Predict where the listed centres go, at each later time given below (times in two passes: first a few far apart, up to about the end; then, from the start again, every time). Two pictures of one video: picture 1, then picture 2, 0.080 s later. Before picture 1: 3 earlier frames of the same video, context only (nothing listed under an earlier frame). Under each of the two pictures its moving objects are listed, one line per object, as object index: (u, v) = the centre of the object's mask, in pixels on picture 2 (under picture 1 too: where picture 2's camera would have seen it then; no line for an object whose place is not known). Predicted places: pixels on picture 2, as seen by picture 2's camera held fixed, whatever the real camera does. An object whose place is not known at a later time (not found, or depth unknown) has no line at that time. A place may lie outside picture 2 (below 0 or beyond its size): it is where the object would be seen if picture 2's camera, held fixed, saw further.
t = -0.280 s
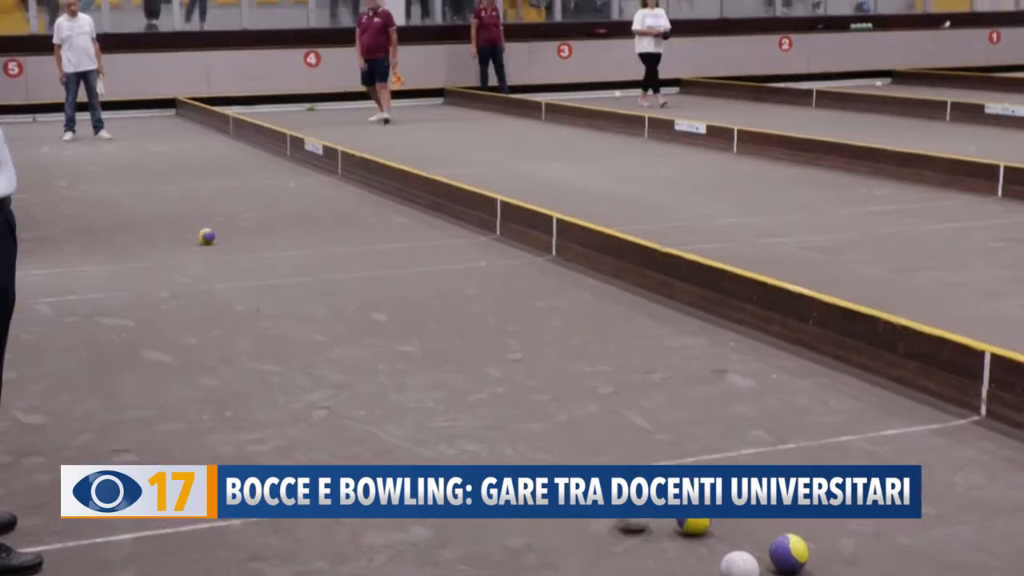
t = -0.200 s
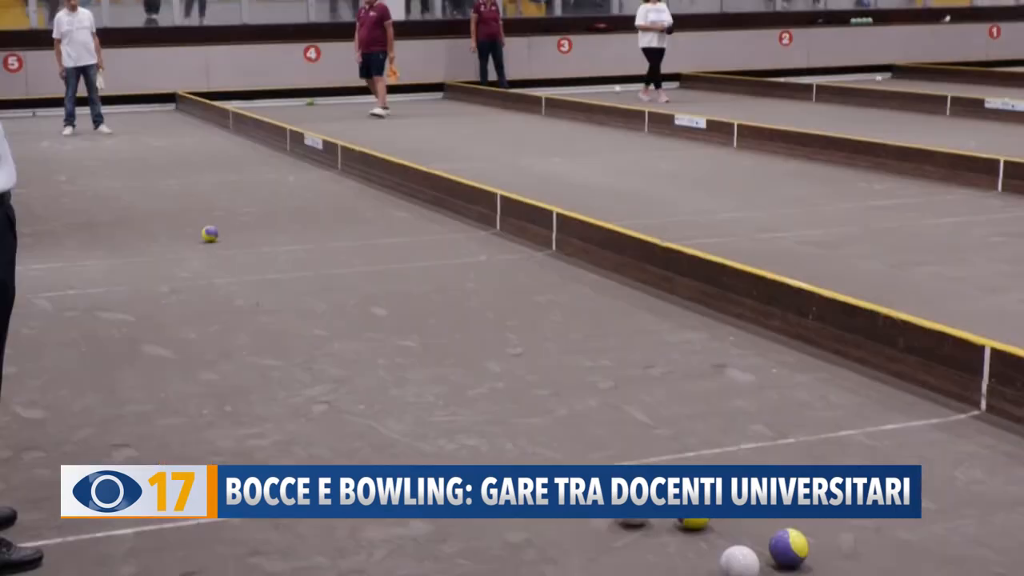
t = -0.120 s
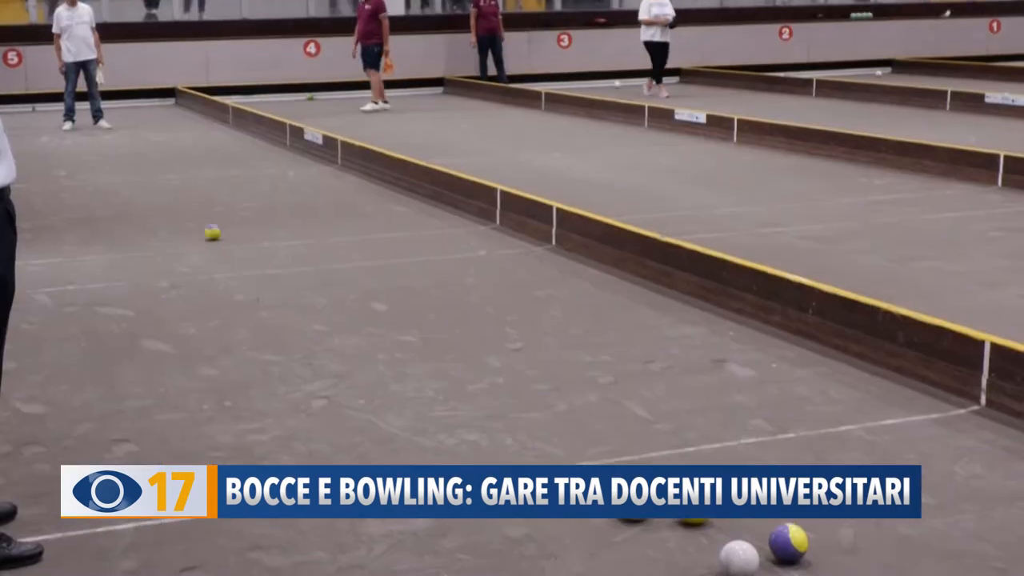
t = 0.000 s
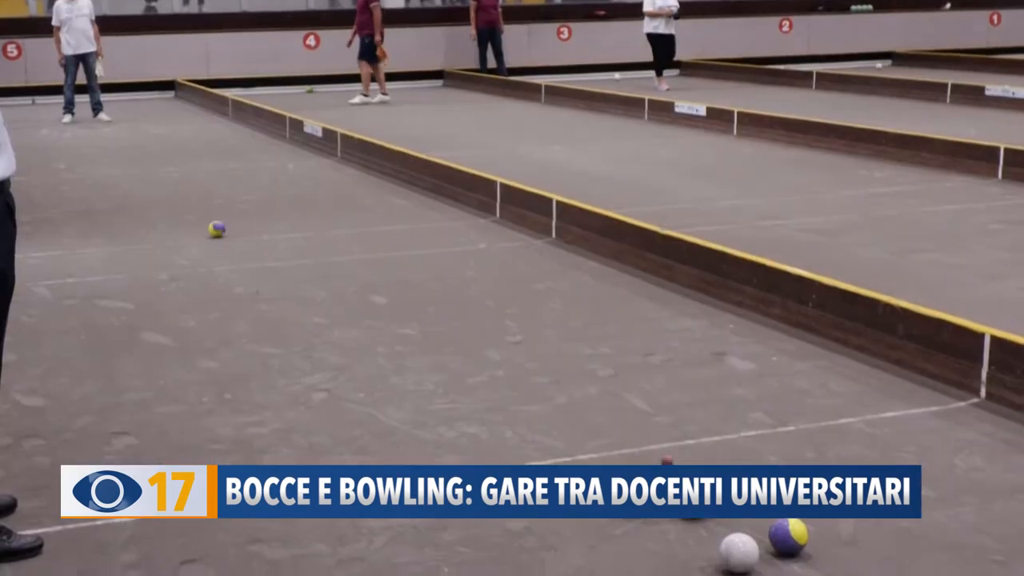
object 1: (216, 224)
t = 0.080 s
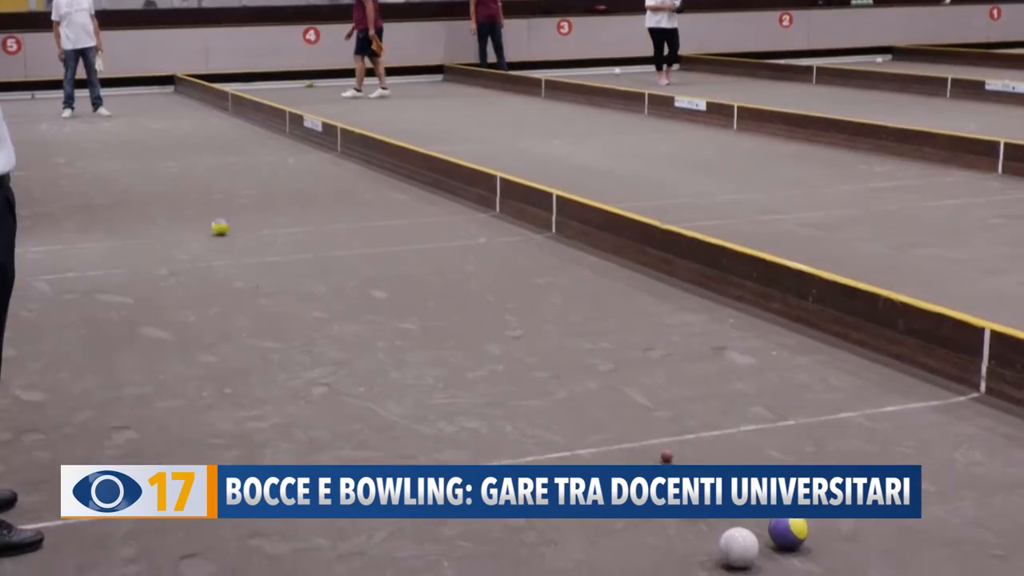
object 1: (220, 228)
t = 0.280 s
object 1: (227, 236)
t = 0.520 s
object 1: (238, 244)
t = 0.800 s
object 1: (250, 257)
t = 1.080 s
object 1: (264, 269)
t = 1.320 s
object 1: (277, 281)
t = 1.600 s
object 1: (292, 297)
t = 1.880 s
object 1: (310, 312)
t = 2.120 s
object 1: (326, 326)
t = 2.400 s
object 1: (346, 343)
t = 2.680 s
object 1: (366, 361)
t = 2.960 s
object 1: (388, 381)
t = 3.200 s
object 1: (407, 399)
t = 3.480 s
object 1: (431, 423)
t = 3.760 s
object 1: (456, 448)
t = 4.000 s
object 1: (478, 469)
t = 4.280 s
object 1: (505, 497)
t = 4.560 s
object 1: (534, 527)
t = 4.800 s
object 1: (560, 554)
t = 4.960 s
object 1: (578, 574)
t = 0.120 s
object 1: (221, 229)
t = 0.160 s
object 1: (222, 230)
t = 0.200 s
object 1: (224, 232)
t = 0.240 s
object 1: (226, 233)
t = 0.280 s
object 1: (227, 236)
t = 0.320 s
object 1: (229, 236)
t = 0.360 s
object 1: (230, 238)
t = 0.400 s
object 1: (233, 240)
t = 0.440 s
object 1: (234, 241)
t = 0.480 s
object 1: (236, 243)
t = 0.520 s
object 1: (238, 244)
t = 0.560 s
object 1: (239, 246)
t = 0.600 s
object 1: (241, 248)
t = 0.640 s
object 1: (243, 249)
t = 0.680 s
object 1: (245, 251)
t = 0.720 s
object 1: (247, 254)
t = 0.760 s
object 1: (248, 255)
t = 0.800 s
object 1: (250, 257)
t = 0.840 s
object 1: (252, 259)
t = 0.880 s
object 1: (254, 260)
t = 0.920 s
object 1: (256, 263)
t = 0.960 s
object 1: (258, 264)
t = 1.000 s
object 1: (260, 266)
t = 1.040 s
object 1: (262, 268)
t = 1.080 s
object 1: (264, 269)
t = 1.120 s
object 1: (266, 271)
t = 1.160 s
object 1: (268, 274)
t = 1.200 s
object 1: (270, 275)
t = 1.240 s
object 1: (272, 277)
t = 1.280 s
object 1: (274, 279)
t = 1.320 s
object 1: (277, 281)
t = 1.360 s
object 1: (279, 283)
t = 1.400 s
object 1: (281, 285)
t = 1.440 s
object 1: (283, 287)
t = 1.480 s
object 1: (285, 290)
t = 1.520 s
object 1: (288, 292)
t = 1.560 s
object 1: (290, 294)
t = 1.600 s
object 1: (292, 297)
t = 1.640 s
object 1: (295, 298)
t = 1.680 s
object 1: (297, 300)
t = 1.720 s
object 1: (300, 303)
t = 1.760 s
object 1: (302, 305)
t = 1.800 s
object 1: (305, 307)
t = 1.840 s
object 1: (307, 310)
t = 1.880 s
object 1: (310, 312)
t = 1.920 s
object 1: (312, 314)
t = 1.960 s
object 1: (314, 317)
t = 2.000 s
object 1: (318, 319)
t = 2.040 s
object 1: (320, 321)
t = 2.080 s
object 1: (323, 324)
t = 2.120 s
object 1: (326, 326)
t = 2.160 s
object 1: (328, 328)
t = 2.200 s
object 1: (331, 331)
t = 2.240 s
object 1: (334, 333)
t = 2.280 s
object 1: (337, 335)
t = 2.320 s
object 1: (340, 338)
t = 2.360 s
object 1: (343, 341)
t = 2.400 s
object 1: (346, 343)
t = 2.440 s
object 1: (348, 346)
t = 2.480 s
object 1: (351, 349)
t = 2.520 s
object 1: (354, 351)
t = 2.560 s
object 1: (357, 354)
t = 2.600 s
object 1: (360, 356)
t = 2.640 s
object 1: (364, 359)
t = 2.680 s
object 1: (366, 361)
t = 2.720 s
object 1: (369, 364)
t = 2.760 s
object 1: (373, 367)
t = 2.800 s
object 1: (376, 370)
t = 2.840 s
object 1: (379, 373)
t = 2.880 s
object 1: (382, 377)
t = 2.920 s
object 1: (385, 379)
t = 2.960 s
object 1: (388, 381)
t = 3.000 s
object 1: (391, 385)
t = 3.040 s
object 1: (394, 387)
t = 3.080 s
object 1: (397, 390)
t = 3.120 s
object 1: (401, 393)
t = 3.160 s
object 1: (404, 397)
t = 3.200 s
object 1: (407, 399)
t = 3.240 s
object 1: (410, 403)
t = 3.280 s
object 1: (413, 406)
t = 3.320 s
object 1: (418, 410)
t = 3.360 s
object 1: (421, 413)
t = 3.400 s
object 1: (424, 416)
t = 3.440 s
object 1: (428, 420)
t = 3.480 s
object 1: (431, 423)
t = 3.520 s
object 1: (435, 426)
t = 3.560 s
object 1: (438, 429)
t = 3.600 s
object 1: (441, 433)
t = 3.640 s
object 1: (445, 436)
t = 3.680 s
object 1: (449, 439)
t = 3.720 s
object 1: (453, 443)
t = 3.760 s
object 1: (456, 448)
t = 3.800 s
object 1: (459, 451)
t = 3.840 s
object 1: (463, 454)
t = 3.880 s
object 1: (466, 458)
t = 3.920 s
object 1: (471, 463)
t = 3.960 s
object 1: (474, 466)
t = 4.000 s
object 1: (478, 469)
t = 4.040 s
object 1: (482, 474)
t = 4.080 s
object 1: (485, 478)
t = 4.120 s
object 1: (489, 481)
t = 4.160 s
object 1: (493, 485)
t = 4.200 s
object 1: (497, 490)
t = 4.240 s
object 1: (500, 494)
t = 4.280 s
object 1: (505, 497)
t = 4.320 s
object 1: (509, 502)
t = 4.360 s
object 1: (513, 506)
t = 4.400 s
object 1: (517, 511)
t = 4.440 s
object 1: (521, 515)
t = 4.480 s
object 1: (526, 519)
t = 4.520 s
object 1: (530, 523)
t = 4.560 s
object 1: (534, 527)
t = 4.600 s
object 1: (538, 532)
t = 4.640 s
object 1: (543, 536)
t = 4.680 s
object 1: (548, 540)
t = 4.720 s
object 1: (552, 545)
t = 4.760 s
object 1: (556, 550)
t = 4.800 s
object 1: (560, 554)
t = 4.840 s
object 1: (565, 559)
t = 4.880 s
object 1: (570, 563)
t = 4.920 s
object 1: (574, 568)
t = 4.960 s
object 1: (578, 574)
